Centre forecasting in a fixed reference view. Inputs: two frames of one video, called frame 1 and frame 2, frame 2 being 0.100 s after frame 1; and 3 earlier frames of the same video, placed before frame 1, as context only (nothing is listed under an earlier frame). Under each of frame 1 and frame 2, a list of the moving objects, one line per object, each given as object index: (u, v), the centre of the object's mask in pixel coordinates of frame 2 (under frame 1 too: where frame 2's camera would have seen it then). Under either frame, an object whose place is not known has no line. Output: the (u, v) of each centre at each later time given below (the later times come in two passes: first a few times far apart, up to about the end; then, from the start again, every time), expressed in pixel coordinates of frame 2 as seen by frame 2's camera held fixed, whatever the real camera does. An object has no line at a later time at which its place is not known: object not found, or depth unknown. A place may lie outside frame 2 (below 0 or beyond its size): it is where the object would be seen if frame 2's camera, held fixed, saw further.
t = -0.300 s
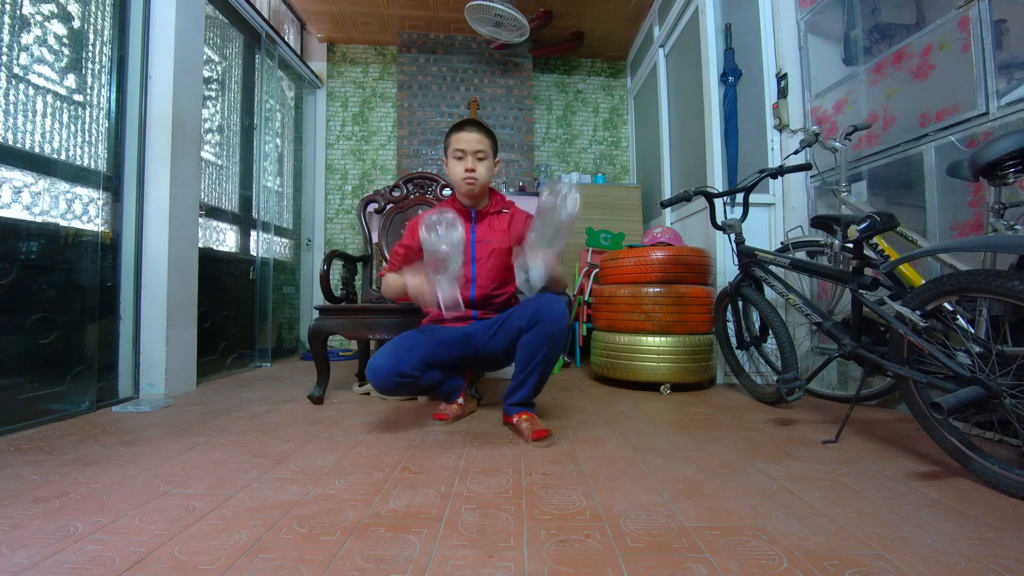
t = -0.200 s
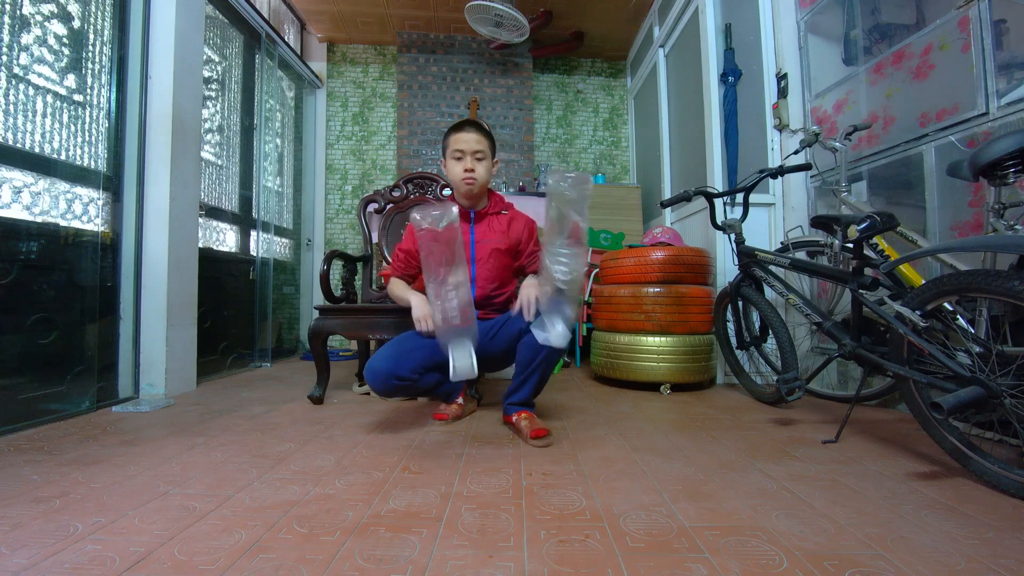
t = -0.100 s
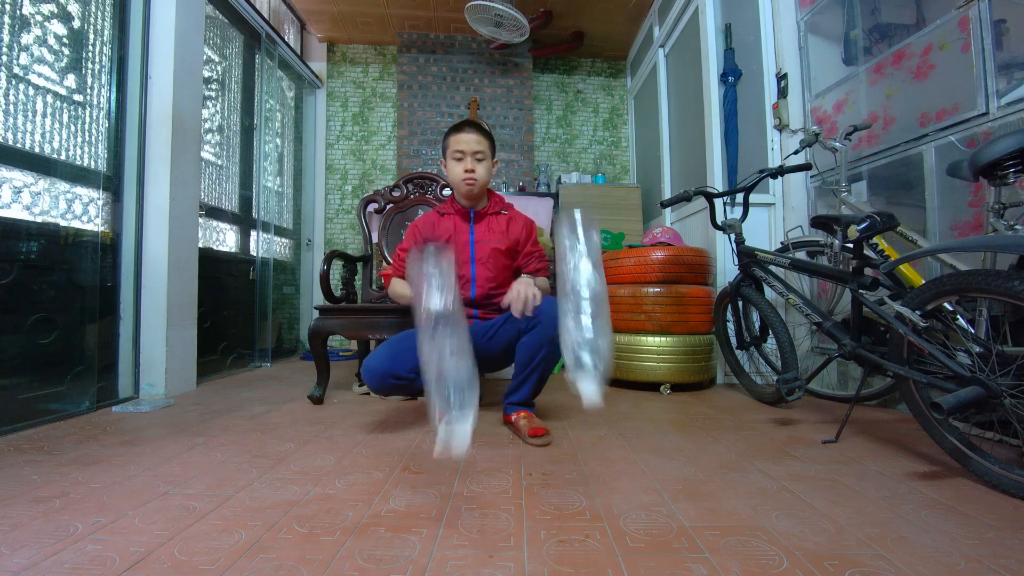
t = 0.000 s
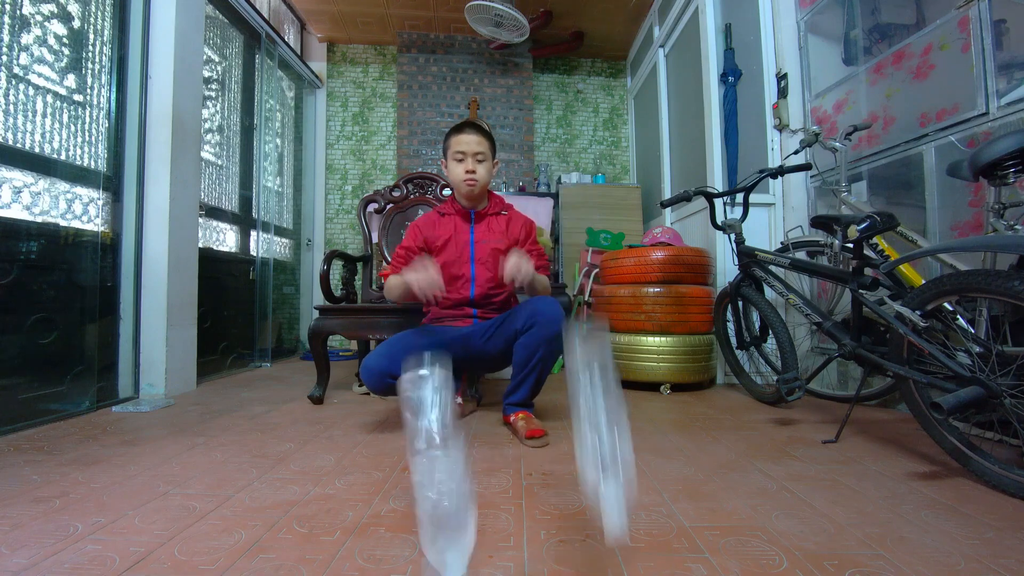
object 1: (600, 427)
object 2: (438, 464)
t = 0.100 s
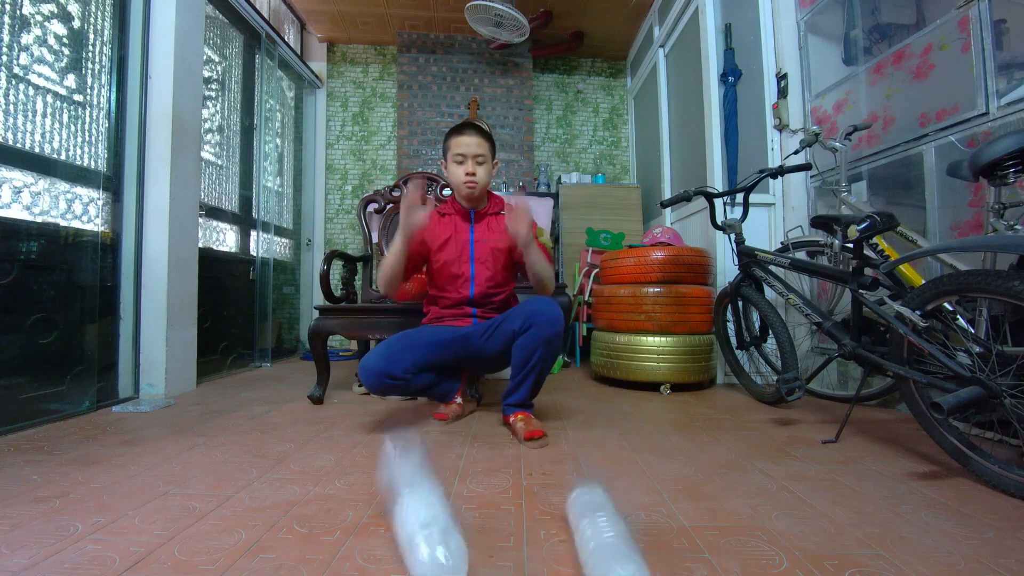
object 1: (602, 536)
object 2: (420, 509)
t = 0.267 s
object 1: (613, 539)
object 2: (407, 530)
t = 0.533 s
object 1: (612, 538)
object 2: (404, 530)
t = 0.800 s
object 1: (608, 538)
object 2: (407, 530)
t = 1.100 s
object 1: (612, 537)
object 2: (404, 530)
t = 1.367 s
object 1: (610, 537)
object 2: (404, 530)
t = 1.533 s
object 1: (609, 537)
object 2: (405, 530)
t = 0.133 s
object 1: (606, 536)
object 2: (417, 529)
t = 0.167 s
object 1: (610, 537)
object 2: (414, 529)
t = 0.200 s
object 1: (611, 539)
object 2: (411, 529)
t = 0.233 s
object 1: (613, 538)
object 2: (409, 530)
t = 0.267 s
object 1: (613, 539)
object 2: (407, 530)
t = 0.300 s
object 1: (614, 538)
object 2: (405, 530)
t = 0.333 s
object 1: (614, 538)
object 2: (403, 530)
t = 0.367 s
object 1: (614, 538)
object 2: (404, 530)
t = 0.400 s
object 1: (614, 538)
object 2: (404, 530)
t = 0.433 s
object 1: (614, 538)
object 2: (403, 530)
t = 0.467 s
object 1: (613, 538)
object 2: (404, 530)
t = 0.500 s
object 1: (612, 538)
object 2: (404, 530)
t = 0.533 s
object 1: (612, 538)
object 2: (404, 530)
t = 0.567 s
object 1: (611, 538)
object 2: (404, 530)
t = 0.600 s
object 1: (610, 538)
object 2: (405, 530)
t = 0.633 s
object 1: (610, 538)
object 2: (405, 530)
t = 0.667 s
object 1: (609, 538)
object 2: (406, 530)
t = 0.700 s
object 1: (608, 538)
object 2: (406, 530)
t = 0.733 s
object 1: (608, 538)
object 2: (407, 530)
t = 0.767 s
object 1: (607, 538)
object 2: (407, 530)
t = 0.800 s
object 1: (608, 538)
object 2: (407, 530)
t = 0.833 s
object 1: (608, 538)
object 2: (407, 530)
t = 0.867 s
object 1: (608, 538)
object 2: (406, 530)
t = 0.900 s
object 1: (609, 538)
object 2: (406, 530)
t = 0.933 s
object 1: (610, 538)
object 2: (406, 530)
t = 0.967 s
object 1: (610, 537)
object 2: (406, 530)
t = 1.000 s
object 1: (611, 537)
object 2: (406, 530)
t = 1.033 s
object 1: (611, 537)
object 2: (406, 530)
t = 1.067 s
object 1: (612, 538)
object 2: (405, 530)
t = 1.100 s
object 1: (612, 537)
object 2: (404, 530)
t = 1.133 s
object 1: (612, 537)
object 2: (404, 530)
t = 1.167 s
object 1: (612, 537)
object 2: (404, 530)
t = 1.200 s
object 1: (612, 537)
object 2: (404, 530)
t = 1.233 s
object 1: (611, 538)
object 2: (404, 530)
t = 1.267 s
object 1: (610, 538)
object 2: (404, 530)
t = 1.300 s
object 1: (610, 538)
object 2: (404, 530)
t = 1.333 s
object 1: (610, 538)
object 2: (404, 530)
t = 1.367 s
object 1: (610, 537)
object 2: (404, 530)
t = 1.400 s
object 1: (610, 537)
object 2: (404, 530)
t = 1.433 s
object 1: (609, 537)
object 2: (404, 530)
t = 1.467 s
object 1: (608, 537)
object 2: (405, 530)
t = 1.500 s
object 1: (608, 537)
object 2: (405, 530)
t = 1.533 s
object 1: (609, 537)
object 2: (405, 530)
